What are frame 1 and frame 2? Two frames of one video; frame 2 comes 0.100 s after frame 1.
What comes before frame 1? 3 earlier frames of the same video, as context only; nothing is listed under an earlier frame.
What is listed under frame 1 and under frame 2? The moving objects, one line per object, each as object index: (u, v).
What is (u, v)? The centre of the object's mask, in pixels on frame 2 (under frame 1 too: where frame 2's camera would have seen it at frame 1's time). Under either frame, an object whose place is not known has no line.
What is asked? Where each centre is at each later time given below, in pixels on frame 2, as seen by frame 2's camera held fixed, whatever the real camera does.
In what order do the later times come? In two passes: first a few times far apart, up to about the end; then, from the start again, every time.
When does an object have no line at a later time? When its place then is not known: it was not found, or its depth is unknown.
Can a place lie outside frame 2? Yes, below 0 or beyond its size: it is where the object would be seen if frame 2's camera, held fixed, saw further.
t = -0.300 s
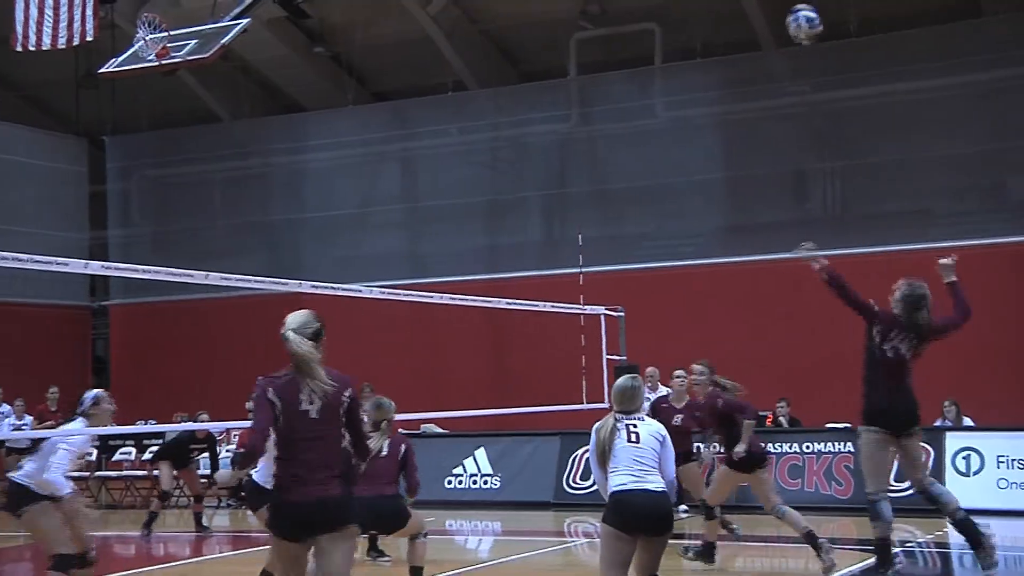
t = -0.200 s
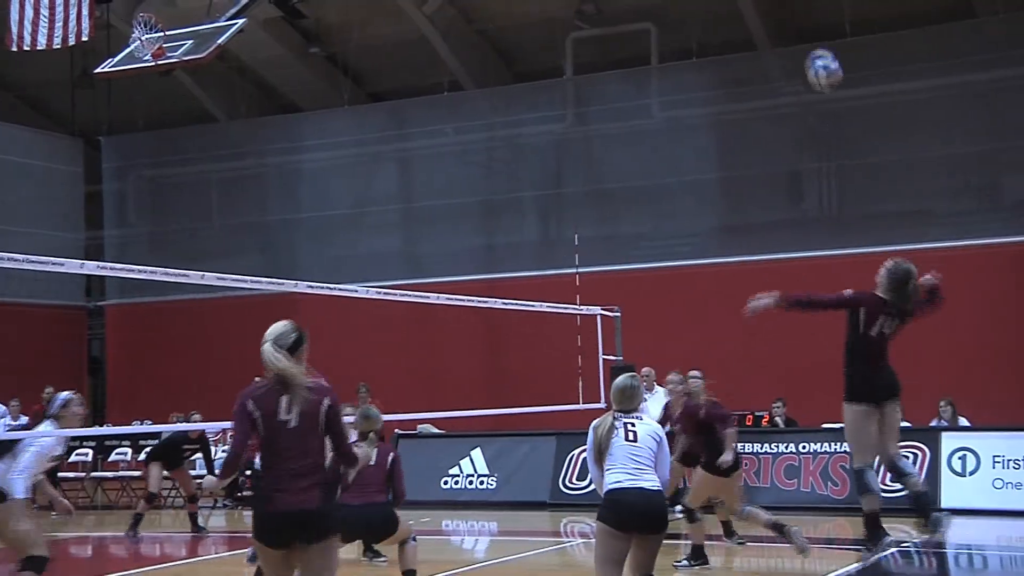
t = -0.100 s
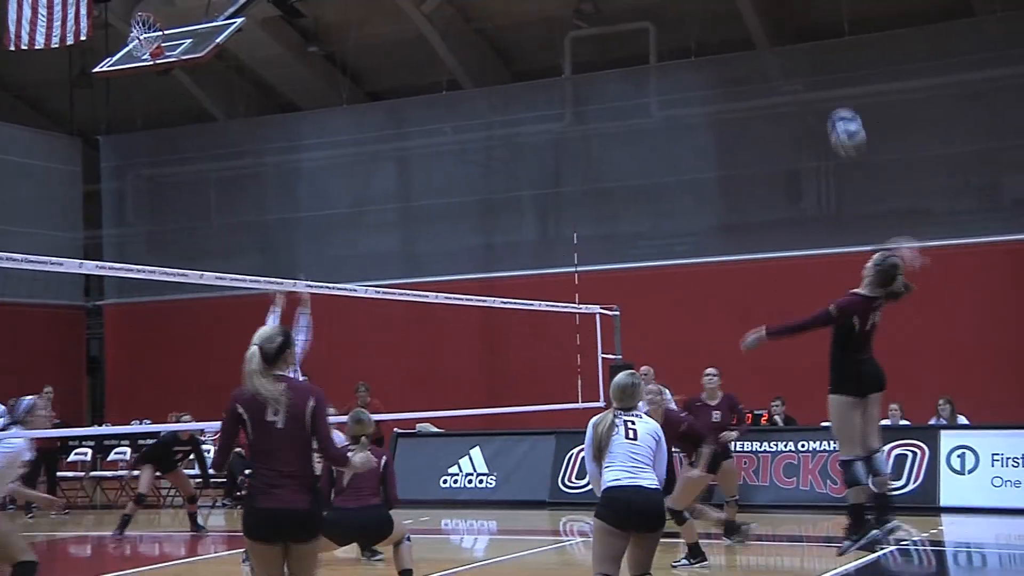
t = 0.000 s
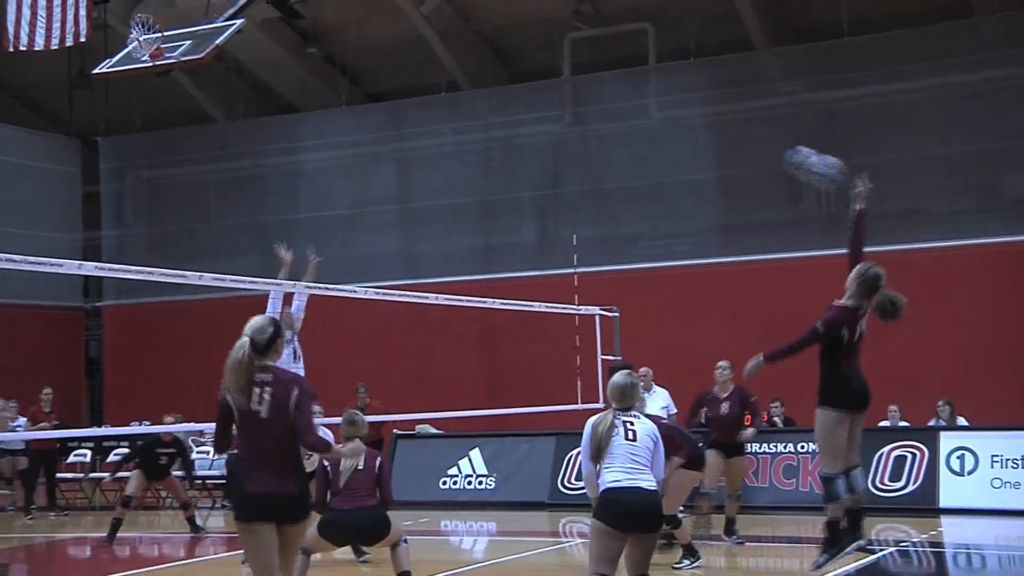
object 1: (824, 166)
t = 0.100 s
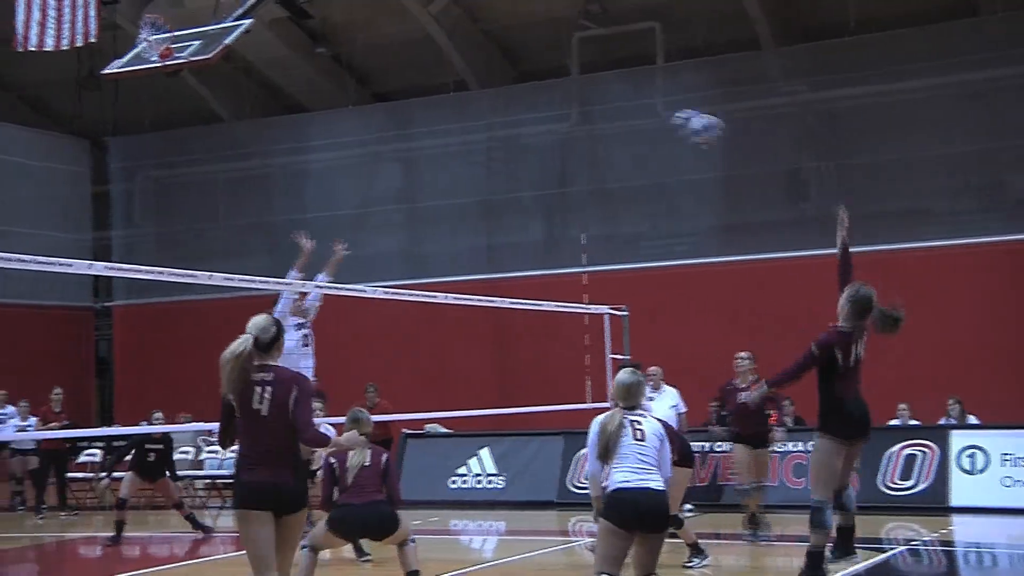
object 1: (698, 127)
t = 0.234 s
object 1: (550, 106)
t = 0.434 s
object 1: (361, 122)
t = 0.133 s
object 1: (657, 119)
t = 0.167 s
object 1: (621, 113)
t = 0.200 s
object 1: (584, 109)
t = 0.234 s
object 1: (550, 106)
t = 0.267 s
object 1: (514, 105)
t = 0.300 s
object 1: (482, 105)
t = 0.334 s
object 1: (450, 108)
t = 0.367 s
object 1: (419, 112)
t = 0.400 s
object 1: (390, 116)
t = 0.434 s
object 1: (361, 122)
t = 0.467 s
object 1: (332, 130)
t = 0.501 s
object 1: (306, 138)
